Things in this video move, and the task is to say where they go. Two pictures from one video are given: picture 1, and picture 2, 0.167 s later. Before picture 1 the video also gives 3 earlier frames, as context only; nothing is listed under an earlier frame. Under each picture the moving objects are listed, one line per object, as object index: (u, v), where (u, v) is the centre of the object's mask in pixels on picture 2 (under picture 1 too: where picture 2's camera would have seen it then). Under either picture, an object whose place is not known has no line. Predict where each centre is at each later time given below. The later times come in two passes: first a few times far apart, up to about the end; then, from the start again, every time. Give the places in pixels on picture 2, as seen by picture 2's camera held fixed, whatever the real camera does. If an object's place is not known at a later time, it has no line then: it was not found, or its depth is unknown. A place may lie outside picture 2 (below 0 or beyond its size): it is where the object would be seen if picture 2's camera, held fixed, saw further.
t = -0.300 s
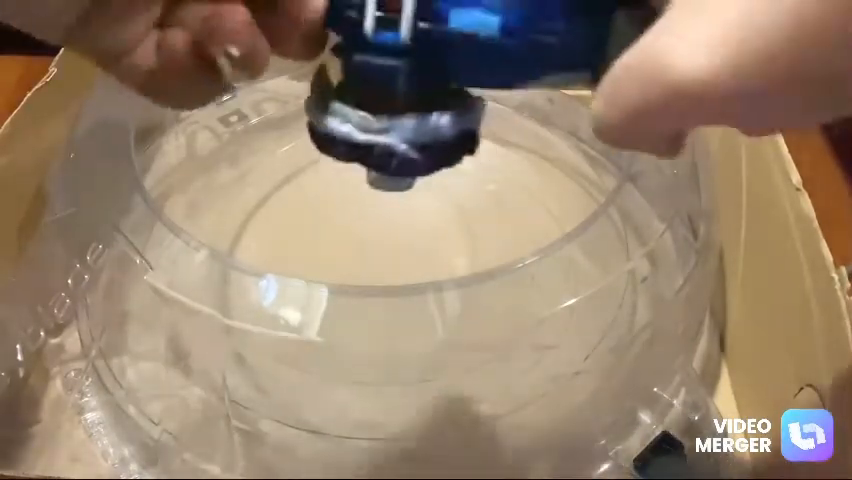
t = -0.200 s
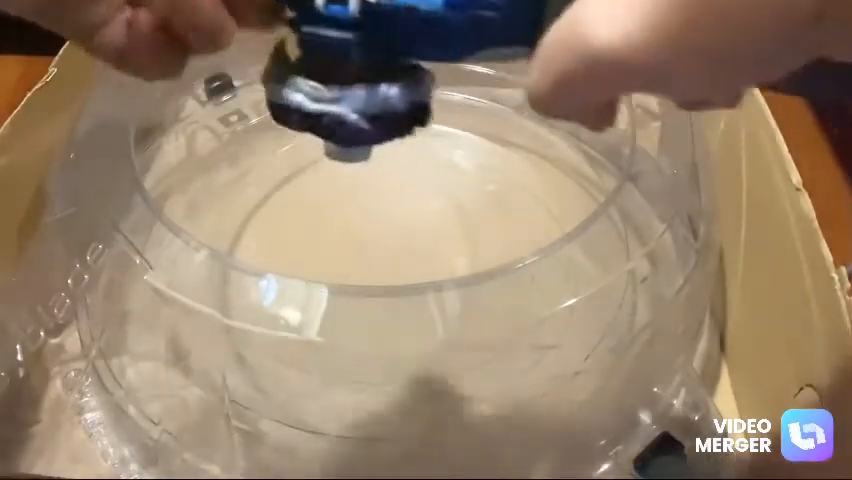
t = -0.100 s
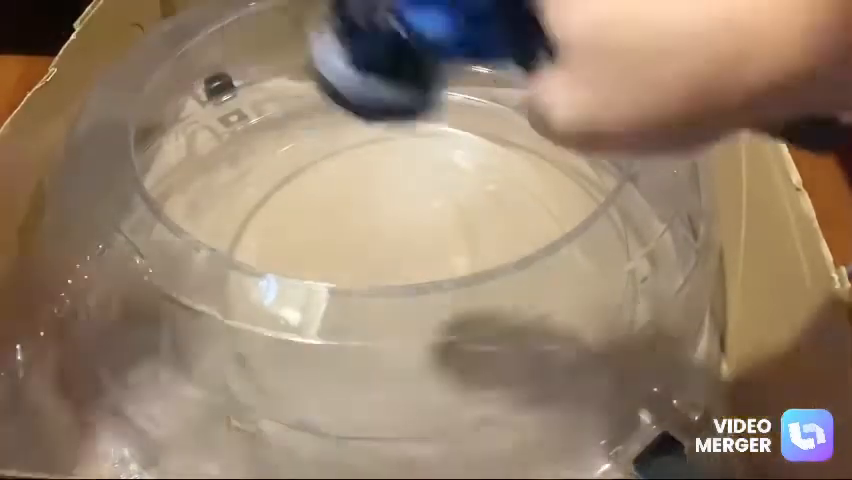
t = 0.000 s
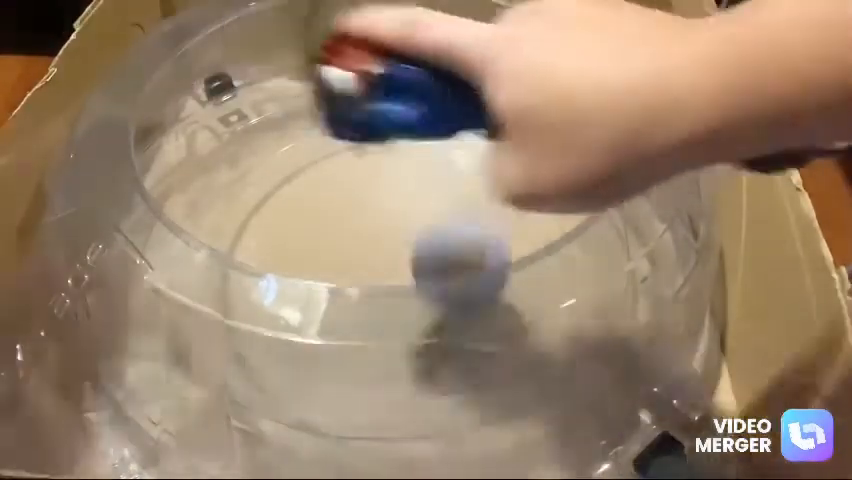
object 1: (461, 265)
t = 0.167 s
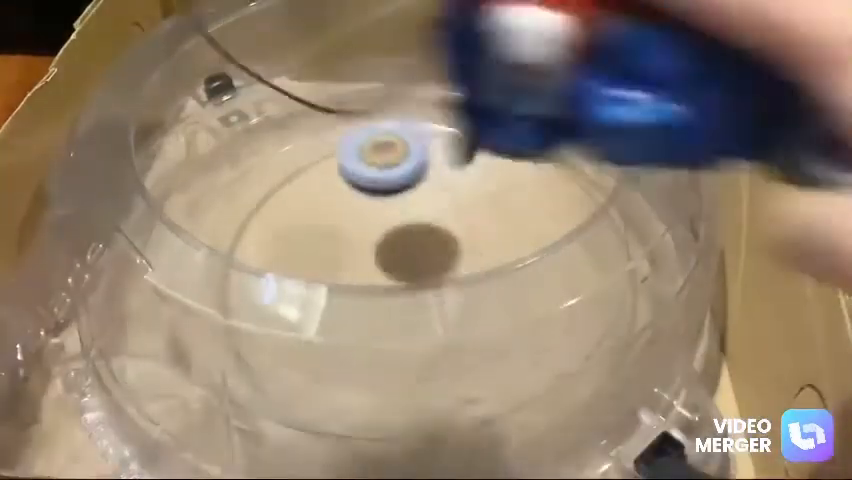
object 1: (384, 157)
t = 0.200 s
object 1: (368, 165)
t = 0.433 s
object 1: (351, 157)
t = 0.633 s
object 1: (421, 224)
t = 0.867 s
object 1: (404, 298)
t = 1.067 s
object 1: (309, 249)
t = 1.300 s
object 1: (338, 131)
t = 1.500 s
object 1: (465, 144)
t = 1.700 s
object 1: (516, 275)
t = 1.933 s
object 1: (325, 353)
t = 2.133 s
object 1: (222, 221)
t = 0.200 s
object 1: (368, 165)
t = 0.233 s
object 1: (356, 180)
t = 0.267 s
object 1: (350, 174)
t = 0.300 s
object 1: (347, 154)
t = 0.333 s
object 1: (345, 149)
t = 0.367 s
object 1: (345, 155)
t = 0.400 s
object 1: (346, 158)
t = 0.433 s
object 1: (351, 157)
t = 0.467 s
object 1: (358, 168)
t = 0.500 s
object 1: (367, 175)
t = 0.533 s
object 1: (379, 184)
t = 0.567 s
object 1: (392, 196)
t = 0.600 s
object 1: (407, 211)
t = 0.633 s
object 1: (421, 224)
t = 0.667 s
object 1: (430, 237)
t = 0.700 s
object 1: (435, 248)
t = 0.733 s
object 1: (438, 265)
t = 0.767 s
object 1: (435, 275)
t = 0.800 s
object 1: (427, 286)
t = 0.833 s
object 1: (418, 292)
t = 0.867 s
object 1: (404, 298)
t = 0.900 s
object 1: (389, 300)
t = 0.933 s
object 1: (372, 297)
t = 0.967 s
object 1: (359, 289)
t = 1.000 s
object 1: (343, 276)
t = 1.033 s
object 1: (325, 261)
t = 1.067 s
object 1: (309, 249)
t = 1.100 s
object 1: (297, 232)
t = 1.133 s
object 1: (294, 213)
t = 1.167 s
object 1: (296, 193)
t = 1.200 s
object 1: (301, 174)
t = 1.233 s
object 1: (310, 156)
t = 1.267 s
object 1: (323, 143)
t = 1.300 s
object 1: (338, 131)
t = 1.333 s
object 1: (357, 125)
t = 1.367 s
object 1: (377, 122)
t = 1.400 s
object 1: (399, 120)
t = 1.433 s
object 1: (422, 125)
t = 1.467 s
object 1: (442, 134)
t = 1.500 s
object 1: (465, 144)
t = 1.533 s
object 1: (485, 161)
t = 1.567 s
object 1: (500, 179)
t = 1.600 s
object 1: (513, 200)
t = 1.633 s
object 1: (518, 222)
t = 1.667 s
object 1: (521, 246)
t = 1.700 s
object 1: (516, 275)
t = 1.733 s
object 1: (504, 292)
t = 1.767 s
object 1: (485, 320)
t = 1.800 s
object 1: (457, 333)
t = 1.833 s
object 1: (428, 347)
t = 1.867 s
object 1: (394, 353)
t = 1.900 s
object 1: (358, 356)
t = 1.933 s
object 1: (325, 353)
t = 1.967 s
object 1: (291, 345)
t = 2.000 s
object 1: (254, 331)
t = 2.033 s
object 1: (252, 302)
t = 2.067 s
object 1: (232, 277)
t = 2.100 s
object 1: (225, 245)
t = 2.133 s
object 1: (222, 221)
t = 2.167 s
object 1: (222, 197)
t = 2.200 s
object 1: (232, 170)
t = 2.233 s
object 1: (249, 146)
